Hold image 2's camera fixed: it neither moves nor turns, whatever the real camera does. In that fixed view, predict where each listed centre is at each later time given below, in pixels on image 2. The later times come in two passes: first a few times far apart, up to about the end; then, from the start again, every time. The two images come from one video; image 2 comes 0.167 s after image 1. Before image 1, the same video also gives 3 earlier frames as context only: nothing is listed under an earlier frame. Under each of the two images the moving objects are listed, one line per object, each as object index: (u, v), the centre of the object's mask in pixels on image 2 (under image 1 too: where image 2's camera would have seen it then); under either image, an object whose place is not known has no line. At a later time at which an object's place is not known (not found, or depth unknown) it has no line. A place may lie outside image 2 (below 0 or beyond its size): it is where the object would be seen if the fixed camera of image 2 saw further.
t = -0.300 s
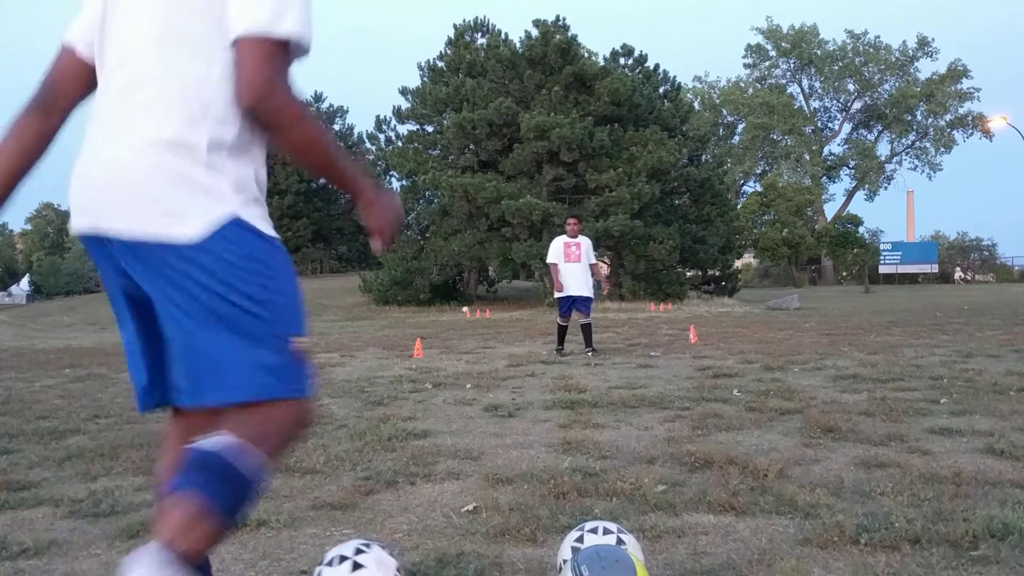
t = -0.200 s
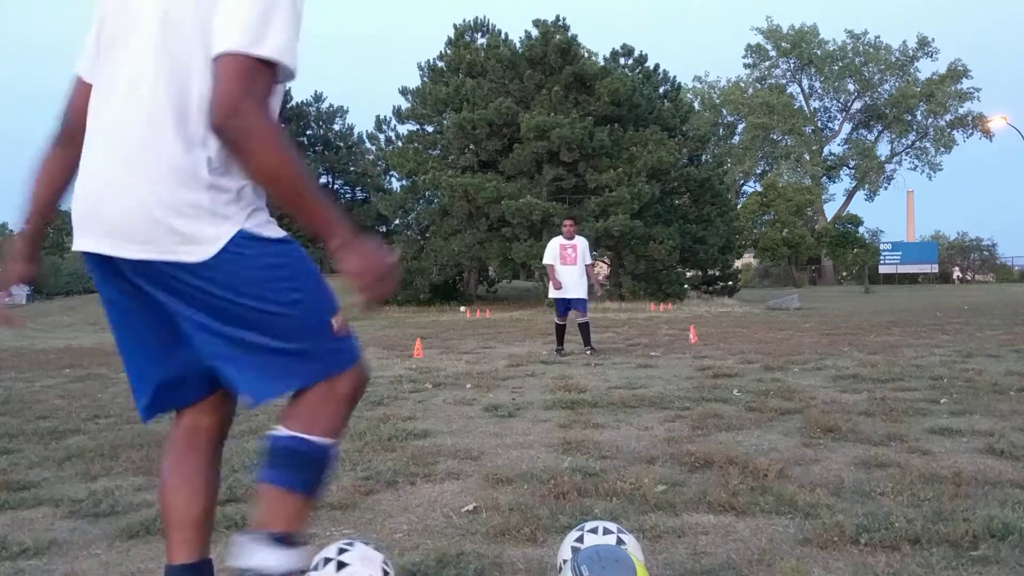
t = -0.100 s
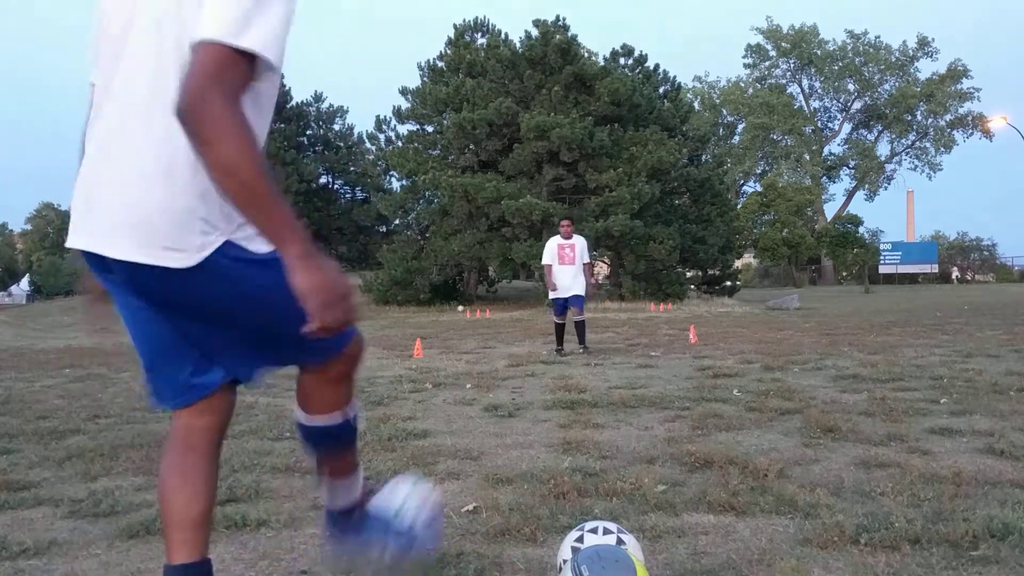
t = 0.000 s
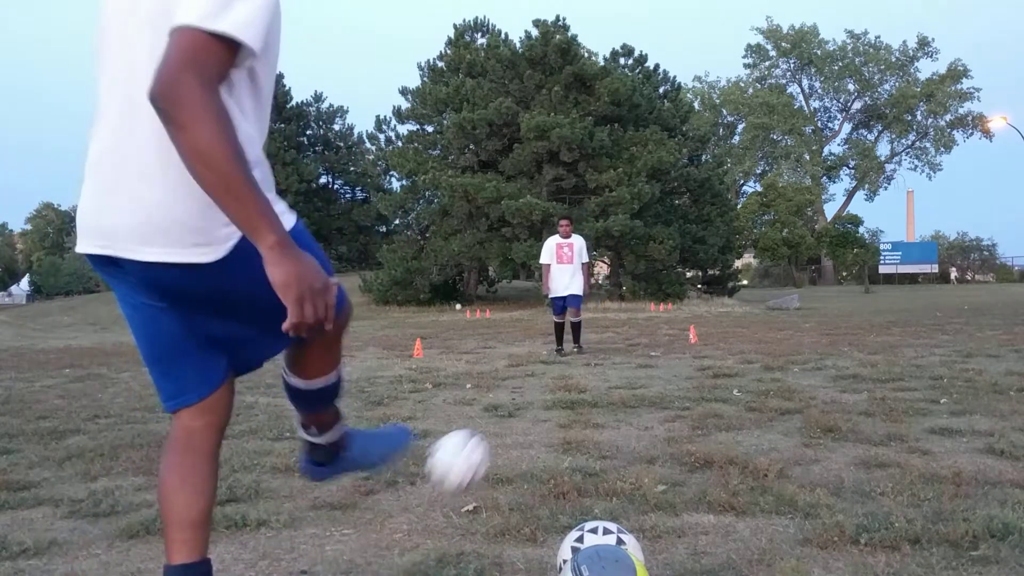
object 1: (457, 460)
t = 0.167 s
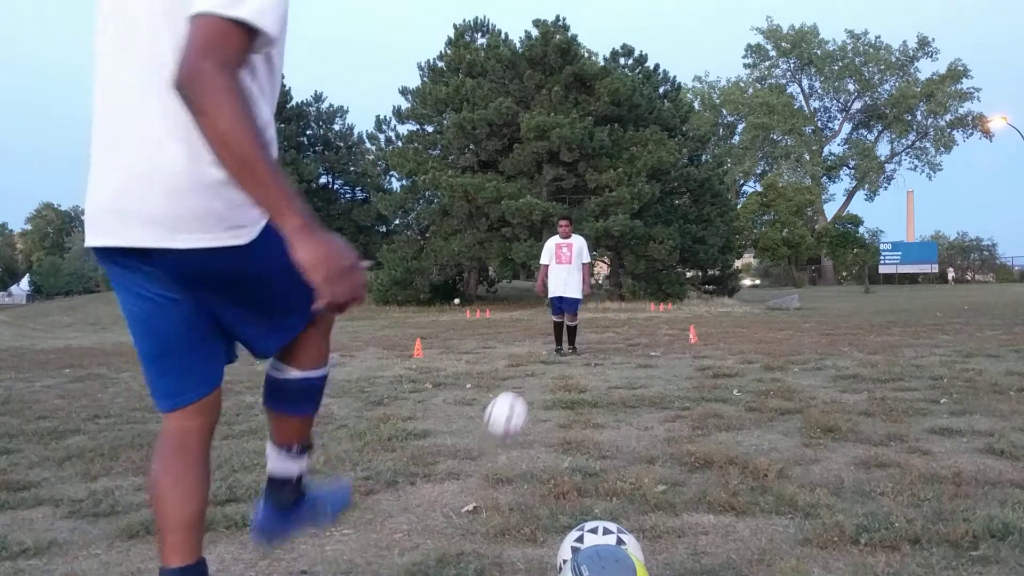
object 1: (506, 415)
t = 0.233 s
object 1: (517, 404)
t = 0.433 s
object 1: (539, 390)
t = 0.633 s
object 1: (553, 373)
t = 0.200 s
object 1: (512, 408)
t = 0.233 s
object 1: (517, 404)
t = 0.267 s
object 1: (522, 403)
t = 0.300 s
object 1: (526, 403)
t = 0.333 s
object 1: (530, 400)
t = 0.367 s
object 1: (534, 395)
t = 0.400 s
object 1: (537, 392)
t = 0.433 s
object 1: (539, 390)
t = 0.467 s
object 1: (542, 388)
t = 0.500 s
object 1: (545, 384)
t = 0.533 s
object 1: (548, 380)
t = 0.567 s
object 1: (549, 377)
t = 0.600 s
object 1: (551, 375)
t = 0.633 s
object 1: (553, 373)
